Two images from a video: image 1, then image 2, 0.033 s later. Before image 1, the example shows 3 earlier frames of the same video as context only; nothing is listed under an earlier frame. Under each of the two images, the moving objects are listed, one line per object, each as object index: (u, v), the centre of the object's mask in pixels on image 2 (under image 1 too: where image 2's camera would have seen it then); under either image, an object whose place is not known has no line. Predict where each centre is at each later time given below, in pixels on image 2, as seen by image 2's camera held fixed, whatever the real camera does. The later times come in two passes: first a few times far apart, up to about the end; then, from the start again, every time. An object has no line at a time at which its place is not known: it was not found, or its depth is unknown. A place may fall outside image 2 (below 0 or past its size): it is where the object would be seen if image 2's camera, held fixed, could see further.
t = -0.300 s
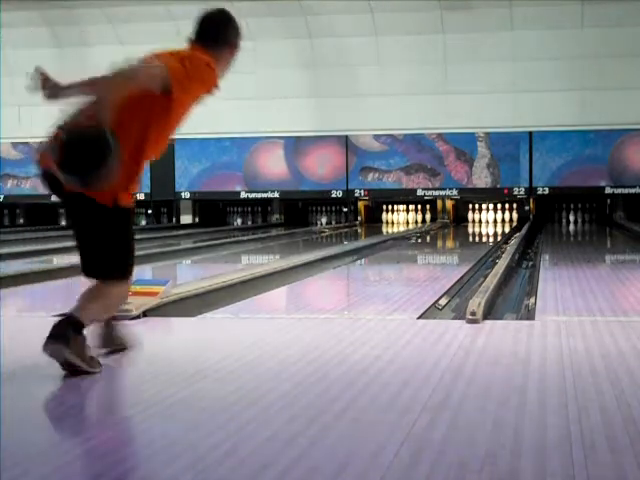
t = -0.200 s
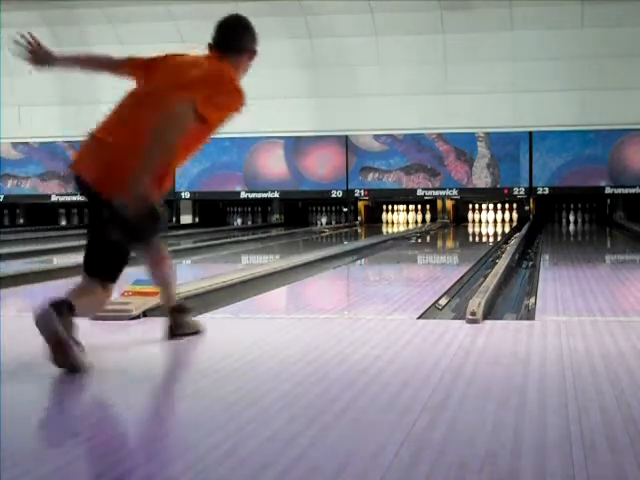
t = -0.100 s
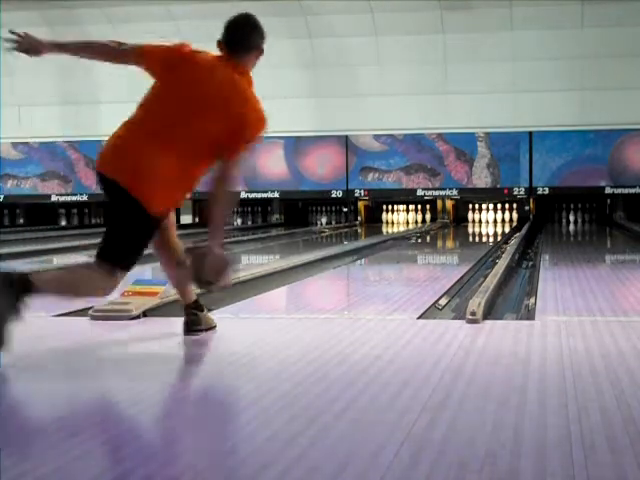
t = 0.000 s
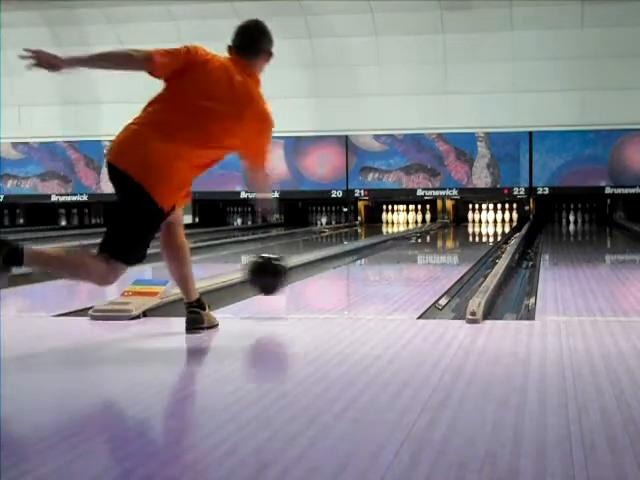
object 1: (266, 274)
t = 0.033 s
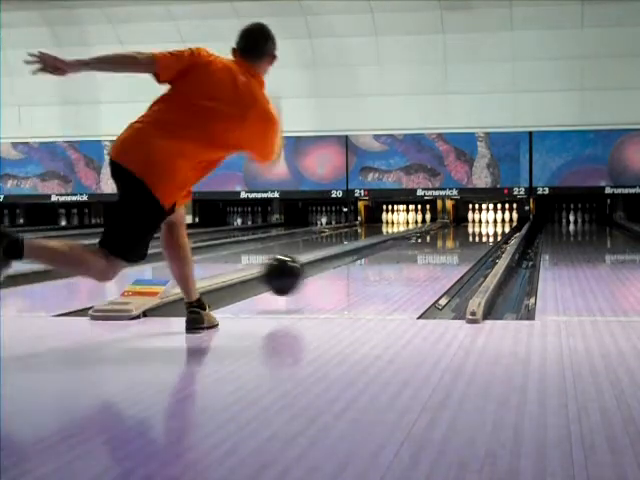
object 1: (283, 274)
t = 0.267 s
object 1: (360, 268)
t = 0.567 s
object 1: (417, 250)
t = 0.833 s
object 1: (449, 241)
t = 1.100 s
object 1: (472, 234)
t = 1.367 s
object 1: (486, 229)
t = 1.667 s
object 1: (498, 224)
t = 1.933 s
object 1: (501, 221)
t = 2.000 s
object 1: (501, 222)
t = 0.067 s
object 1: (296, 278)
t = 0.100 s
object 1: (308, 282)
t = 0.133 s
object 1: (321, 277)
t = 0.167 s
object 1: (332, 273)
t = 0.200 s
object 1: (341, 272)
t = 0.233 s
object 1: (351, 271)
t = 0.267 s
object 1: (360, 268)
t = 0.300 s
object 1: (368, 266)
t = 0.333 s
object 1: (375, 264)
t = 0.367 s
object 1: (383, 262)
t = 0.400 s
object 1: (389, 259)
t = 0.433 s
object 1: (396, 257)
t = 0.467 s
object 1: (402, 255)
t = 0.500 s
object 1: (407, 253)
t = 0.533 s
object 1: (412, 252)
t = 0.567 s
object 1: (417, 250)
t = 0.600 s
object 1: (422, 250)
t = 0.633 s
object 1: (427, 248)
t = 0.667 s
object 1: (430, 247)
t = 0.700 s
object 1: (435, 246)
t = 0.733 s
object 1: (437, 245)
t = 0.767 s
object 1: (441, 243)
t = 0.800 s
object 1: (445, 243)
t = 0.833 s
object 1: (449, 241)
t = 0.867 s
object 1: (452, 240)
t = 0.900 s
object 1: (454, 240)
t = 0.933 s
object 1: (457, 238)
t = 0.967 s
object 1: (461, 237)
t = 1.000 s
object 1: (464, 237)
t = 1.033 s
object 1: (465, 235)
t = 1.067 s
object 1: (469, 234)
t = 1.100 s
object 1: (472, 234)
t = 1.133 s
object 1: (473, 233)
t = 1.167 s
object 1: (475, 232)
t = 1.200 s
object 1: (477, 232)
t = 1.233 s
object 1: (479, 231)
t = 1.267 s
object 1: (481, 230)
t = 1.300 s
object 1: (483, 230)
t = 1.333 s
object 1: (485, 229)
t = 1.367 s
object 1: (486, 229)
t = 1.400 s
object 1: (488, 229)
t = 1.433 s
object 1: (489, 227)
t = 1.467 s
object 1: (490, 226)
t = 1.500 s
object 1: (493, 226)
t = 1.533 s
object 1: (494, 226)
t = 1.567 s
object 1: (495, 226)
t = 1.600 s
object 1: (496, 225)
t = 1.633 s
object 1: (497, 225)
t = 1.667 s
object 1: (498, 224)
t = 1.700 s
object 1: (499, 224)
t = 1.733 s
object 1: (499, 224)
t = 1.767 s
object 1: (500, 223)
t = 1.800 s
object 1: (500, 223)
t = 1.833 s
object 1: (501, 223)
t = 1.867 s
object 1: (501, 222)
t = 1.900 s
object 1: (501, 222)
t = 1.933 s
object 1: (501, 221)
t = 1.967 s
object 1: (501, 221)
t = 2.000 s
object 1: (501, 222)
